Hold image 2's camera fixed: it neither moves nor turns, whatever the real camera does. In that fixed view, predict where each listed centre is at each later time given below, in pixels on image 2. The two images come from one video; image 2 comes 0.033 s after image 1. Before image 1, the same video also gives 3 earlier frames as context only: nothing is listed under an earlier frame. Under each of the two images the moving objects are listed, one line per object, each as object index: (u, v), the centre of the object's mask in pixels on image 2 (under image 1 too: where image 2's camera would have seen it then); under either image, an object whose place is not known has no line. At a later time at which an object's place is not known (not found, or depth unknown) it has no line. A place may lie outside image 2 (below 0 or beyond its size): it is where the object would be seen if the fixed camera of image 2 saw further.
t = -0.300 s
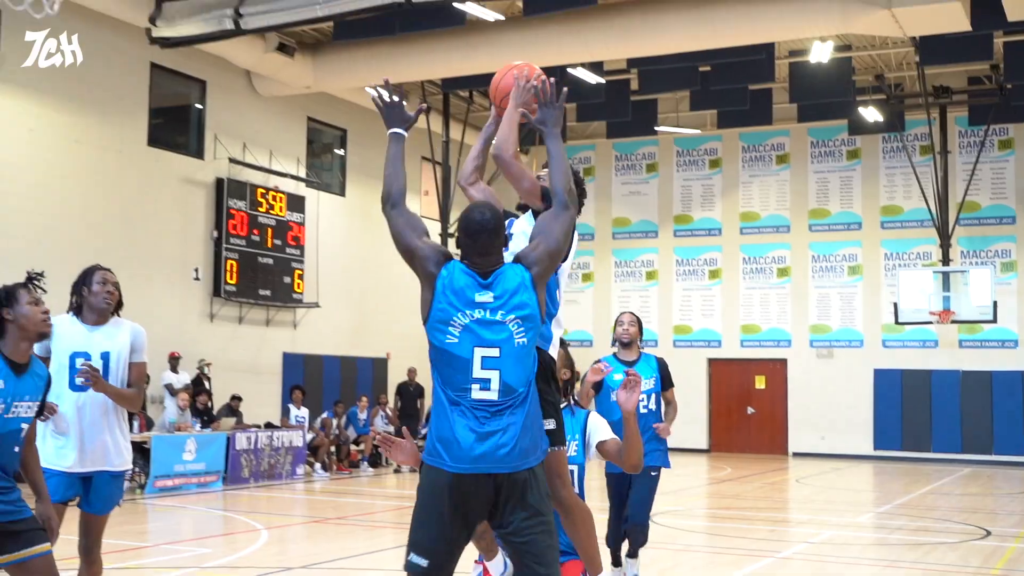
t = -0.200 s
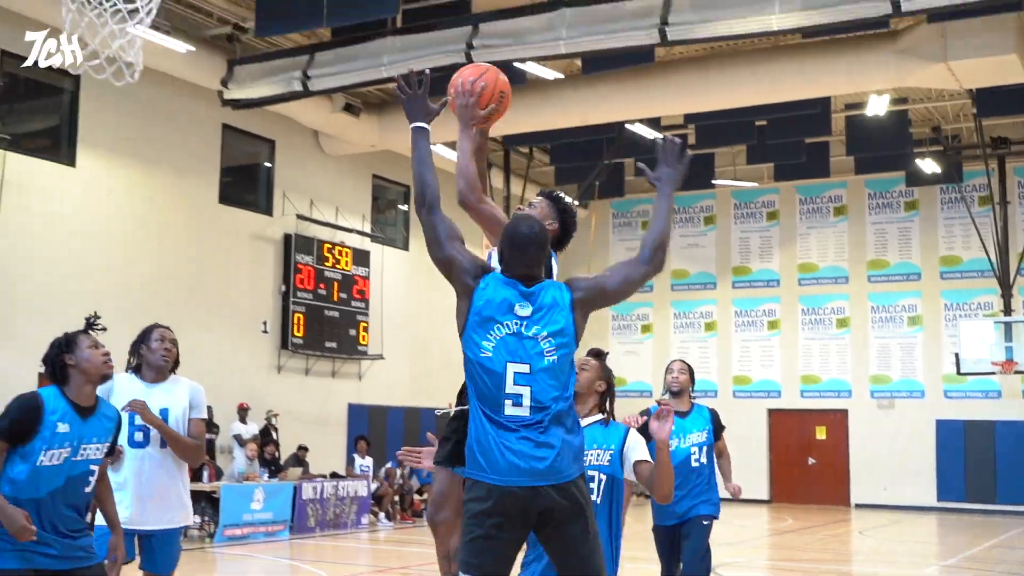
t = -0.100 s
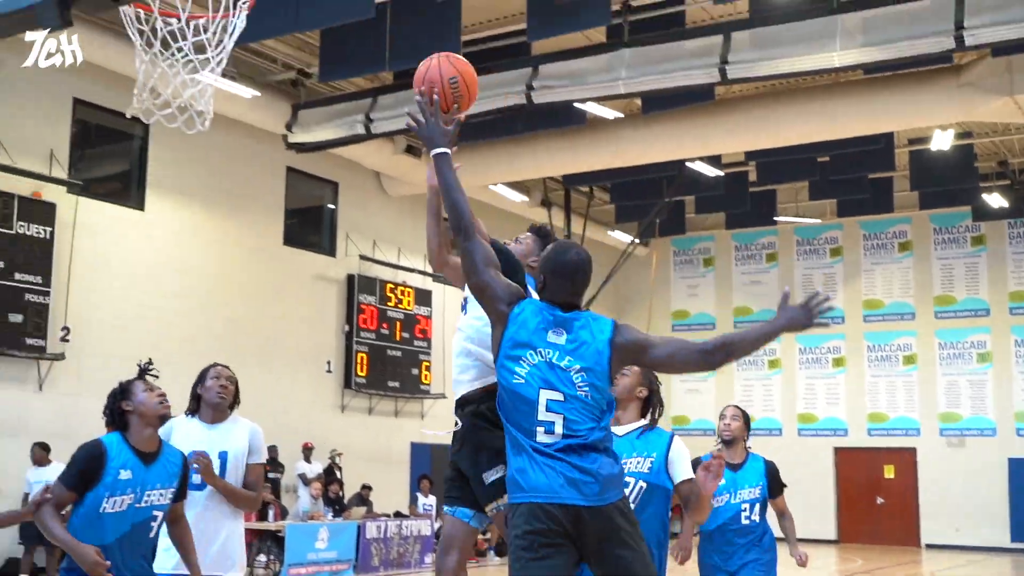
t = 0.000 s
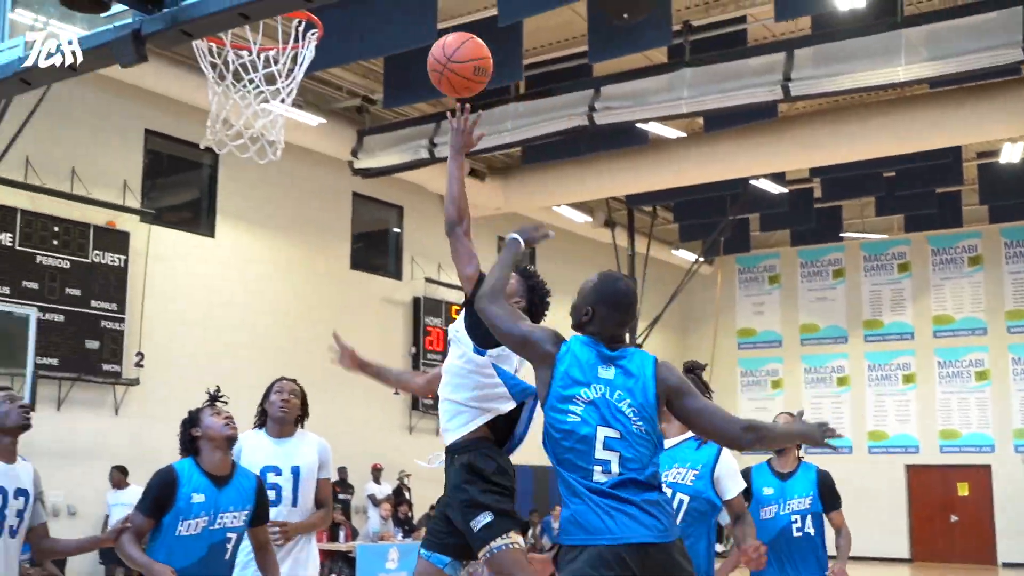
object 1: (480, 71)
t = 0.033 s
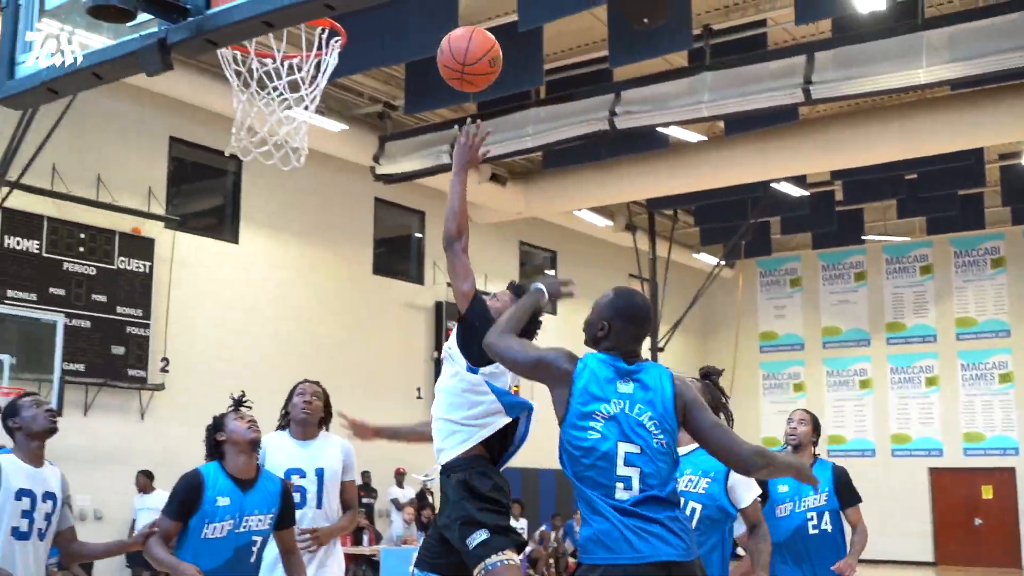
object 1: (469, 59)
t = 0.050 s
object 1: (464, 53)
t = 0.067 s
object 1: (457, 48)
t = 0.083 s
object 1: (451, 44)
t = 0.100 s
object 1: (445, 40)
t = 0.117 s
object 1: (438, 37)
